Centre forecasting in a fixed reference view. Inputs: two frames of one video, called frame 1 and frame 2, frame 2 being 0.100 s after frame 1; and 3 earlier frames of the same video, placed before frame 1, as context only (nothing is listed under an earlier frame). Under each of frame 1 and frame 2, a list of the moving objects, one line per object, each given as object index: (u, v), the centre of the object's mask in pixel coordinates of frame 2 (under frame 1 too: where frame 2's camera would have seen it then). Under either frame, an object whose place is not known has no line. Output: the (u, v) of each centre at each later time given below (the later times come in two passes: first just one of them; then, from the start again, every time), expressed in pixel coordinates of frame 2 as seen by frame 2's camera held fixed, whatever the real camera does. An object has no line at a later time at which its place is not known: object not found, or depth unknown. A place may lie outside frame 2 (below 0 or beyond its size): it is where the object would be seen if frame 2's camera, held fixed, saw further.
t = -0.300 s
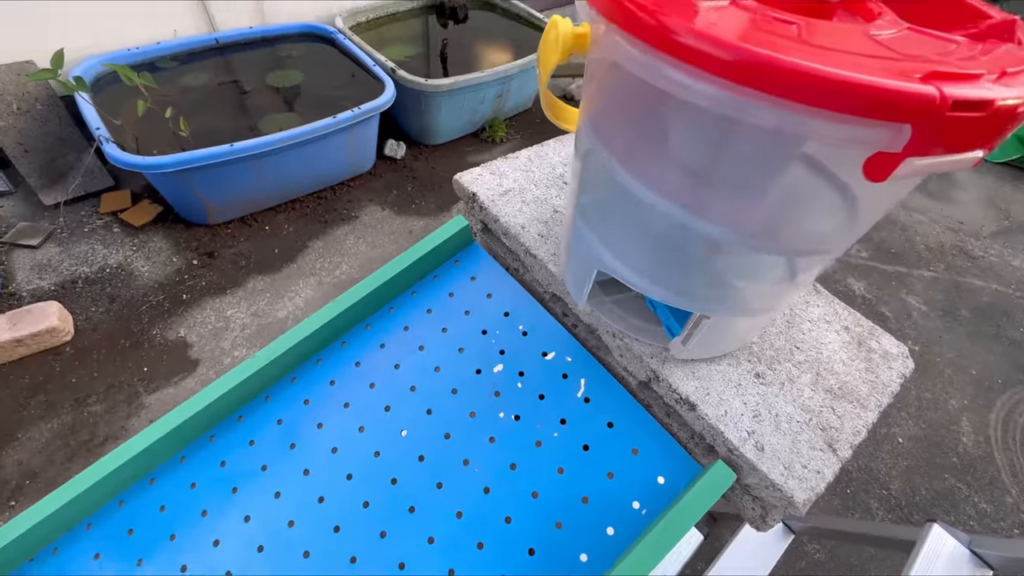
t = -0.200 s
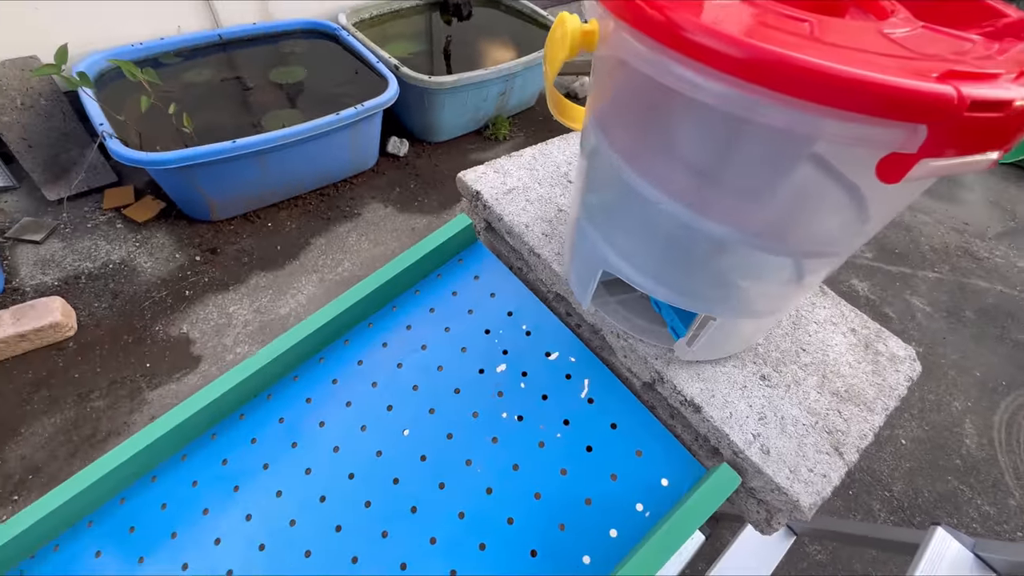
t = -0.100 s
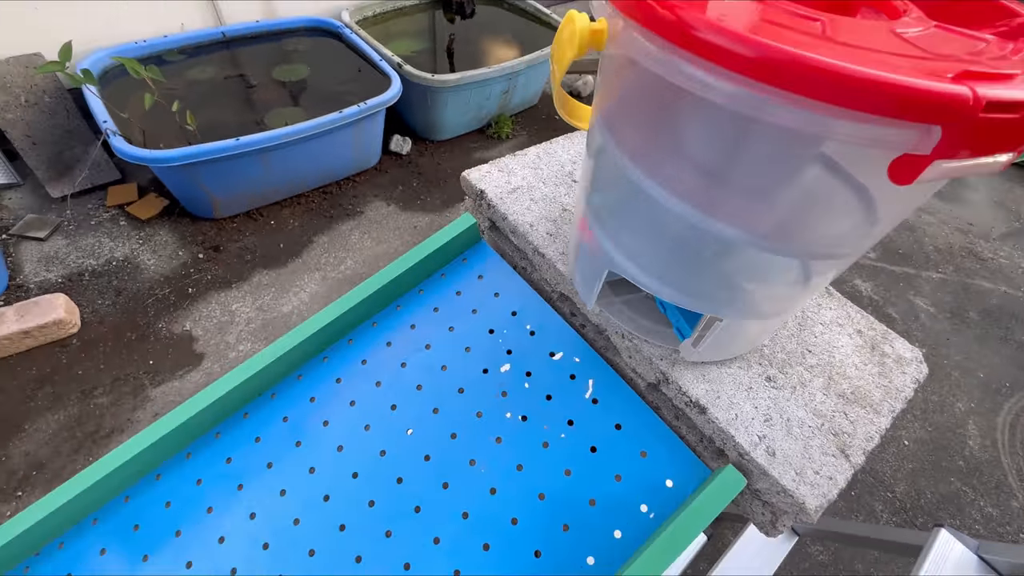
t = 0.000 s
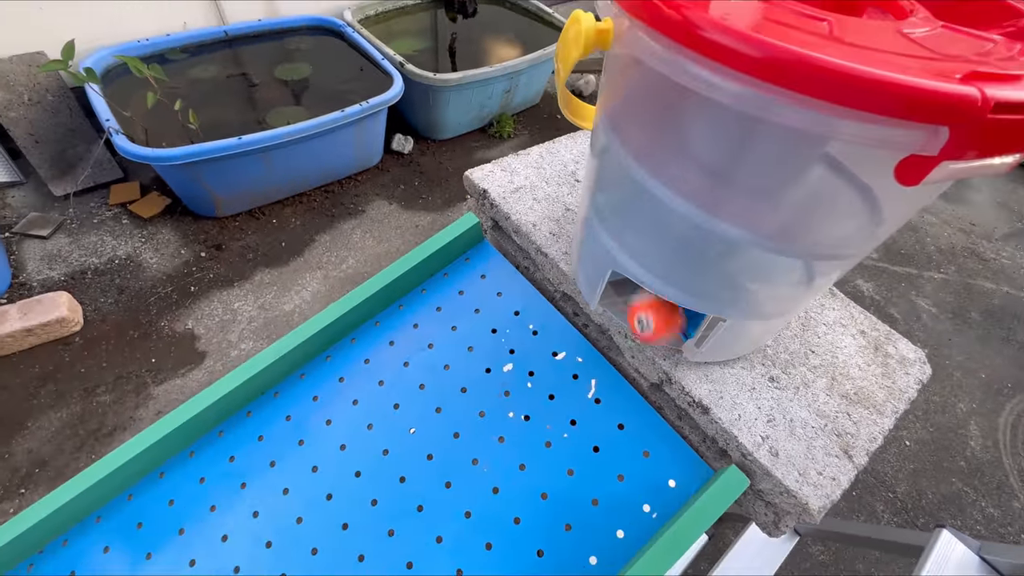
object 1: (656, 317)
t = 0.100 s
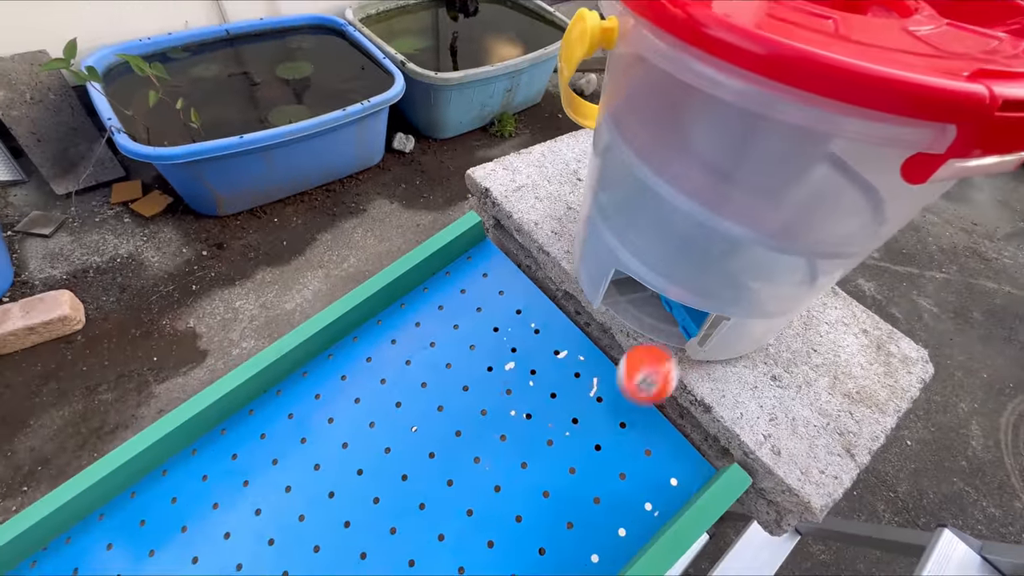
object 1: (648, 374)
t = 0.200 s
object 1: (584, 465)
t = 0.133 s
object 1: (625, 404)
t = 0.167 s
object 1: (600, 438)
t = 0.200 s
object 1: (584, 465)
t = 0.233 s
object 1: (563, 500)
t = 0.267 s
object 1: (538, 540)
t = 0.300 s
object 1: (512, 565)
